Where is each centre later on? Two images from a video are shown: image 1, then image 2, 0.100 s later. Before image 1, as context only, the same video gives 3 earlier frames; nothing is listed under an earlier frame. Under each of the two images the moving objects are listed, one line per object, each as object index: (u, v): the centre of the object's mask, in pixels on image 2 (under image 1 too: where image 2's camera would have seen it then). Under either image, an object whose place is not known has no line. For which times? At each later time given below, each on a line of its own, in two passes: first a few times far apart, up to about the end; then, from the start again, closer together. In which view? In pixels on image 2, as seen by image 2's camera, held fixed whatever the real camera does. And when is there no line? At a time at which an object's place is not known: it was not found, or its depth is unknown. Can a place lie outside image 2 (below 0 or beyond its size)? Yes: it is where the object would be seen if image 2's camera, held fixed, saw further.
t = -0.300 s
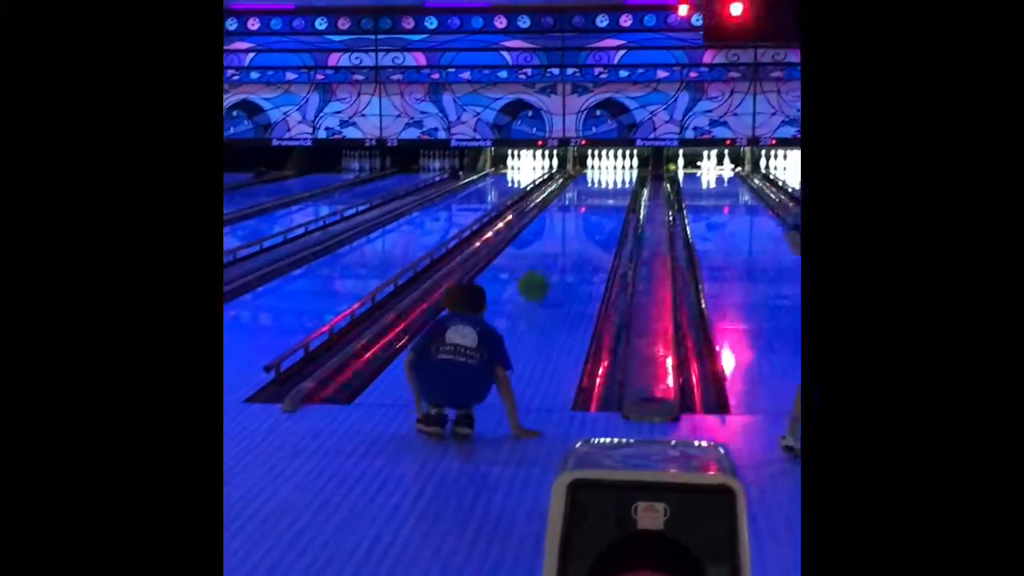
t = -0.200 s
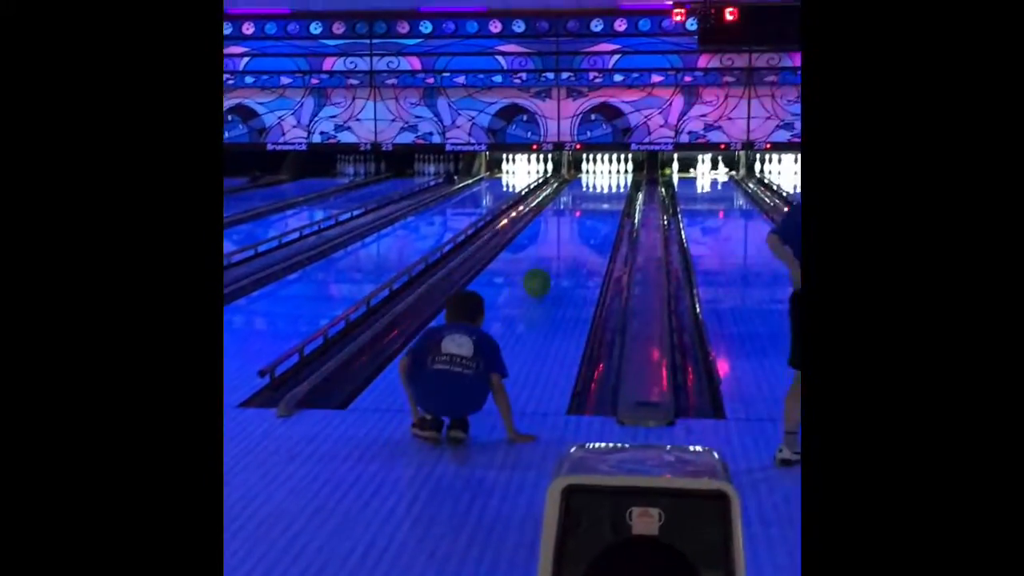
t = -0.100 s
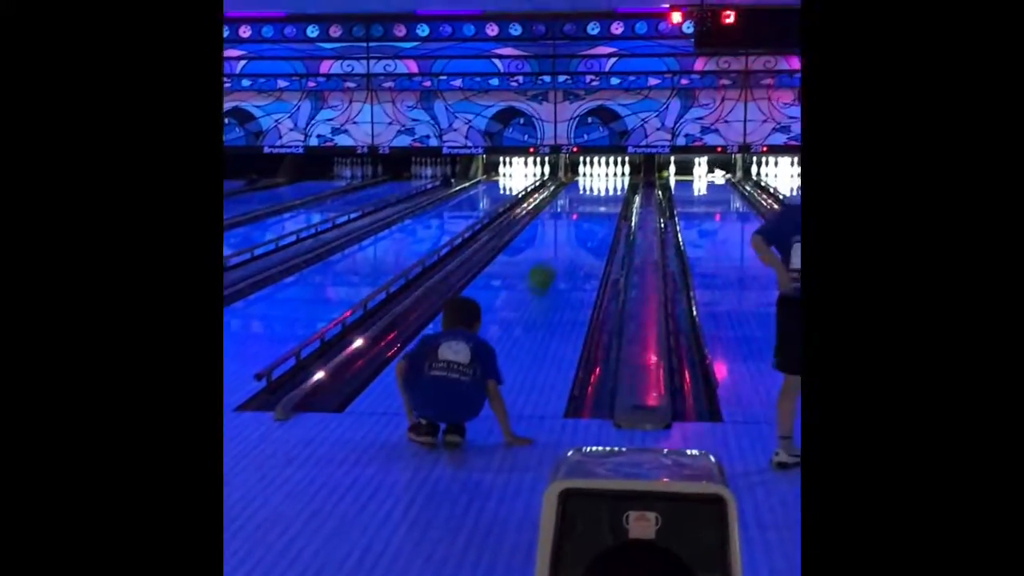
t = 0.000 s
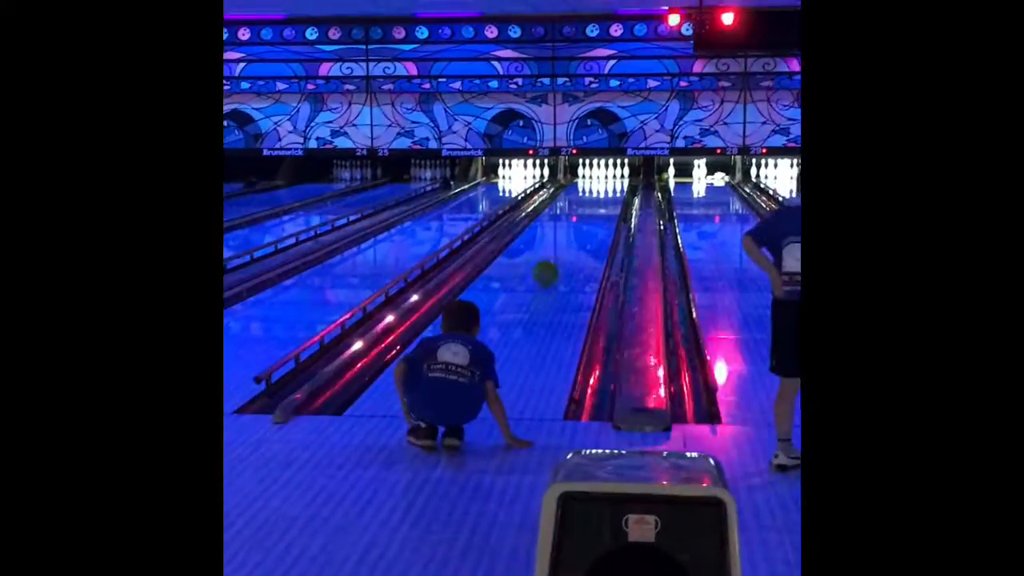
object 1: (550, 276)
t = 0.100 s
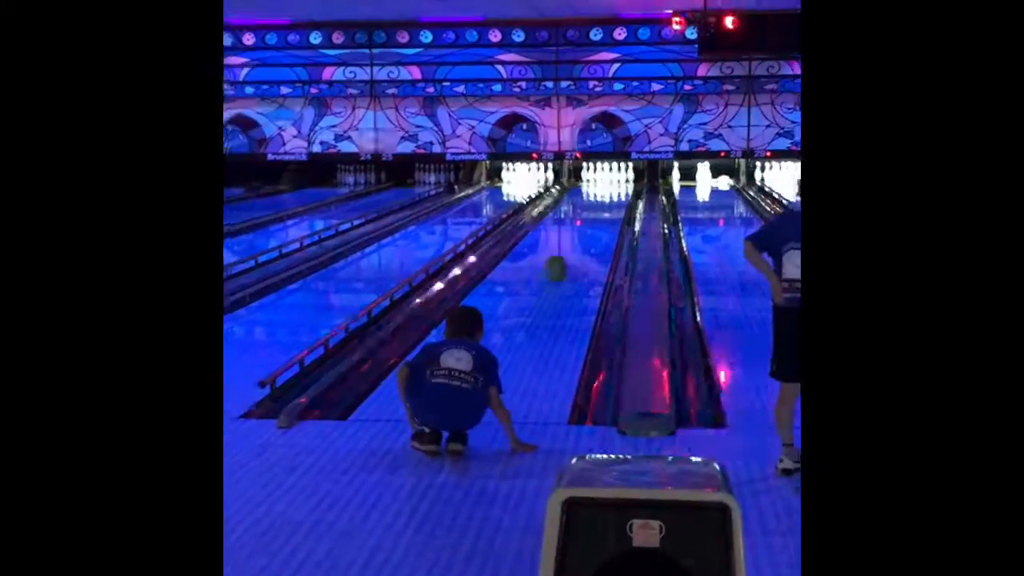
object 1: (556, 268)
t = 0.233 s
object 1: (563, 257)
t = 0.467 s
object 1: (573, 245)
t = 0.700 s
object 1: (581, 233)
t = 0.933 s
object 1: (596, 225)
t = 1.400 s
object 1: (609, 210)
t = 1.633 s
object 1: (610, 205)
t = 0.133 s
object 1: (559, 266)
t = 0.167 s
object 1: (559, 262)
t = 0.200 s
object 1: (561, 262)
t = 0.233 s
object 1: (563, 257)
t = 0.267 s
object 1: (566, 254)
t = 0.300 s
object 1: (567, 253)
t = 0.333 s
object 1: (567, 252)
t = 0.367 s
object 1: (568, 250)
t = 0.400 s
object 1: (571, 247)
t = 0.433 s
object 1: (572, 246)
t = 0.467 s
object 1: (573, 245)
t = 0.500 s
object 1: (574, 243)
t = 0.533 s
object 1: (575, 243)
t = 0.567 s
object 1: (576, 241)
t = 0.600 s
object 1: (578, 238)
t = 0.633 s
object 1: (579, 237)
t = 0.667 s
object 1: (581, 235)
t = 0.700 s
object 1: (581, 233)
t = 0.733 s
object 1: (582, 232)
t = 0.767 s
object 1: (585, 233)
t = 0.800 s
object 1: (587, 232)
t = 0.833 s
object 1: (590, 229)
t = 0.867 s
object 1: (592, 227)
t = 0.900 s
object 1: (593, 227)
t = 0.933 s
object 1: (596, 225)
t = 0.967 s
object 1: (597, 223)
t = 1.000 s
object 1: (599, 222)
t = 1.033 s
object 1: (600, 222)
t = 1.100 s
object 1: (601, 219)
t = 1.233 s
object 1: (606, 216)
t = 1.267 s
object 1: (607, 214)
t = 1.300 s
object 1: (608, 212)
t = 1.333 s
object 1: (609, 211)
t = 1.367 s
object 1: (609, 210)
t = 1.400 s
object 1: (609, 210)
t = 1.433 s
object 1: (610, 210)
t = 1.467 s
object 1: (610, 209)
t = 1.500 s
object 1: (610, 208)
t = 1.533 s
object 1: (611, 207)
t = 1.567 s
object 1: (612, 205)
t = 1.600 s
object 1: (610, 206)
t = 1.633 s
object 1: (610, 205)
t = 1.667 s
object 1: (609, 204)
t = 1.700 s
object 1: (607, 204)
